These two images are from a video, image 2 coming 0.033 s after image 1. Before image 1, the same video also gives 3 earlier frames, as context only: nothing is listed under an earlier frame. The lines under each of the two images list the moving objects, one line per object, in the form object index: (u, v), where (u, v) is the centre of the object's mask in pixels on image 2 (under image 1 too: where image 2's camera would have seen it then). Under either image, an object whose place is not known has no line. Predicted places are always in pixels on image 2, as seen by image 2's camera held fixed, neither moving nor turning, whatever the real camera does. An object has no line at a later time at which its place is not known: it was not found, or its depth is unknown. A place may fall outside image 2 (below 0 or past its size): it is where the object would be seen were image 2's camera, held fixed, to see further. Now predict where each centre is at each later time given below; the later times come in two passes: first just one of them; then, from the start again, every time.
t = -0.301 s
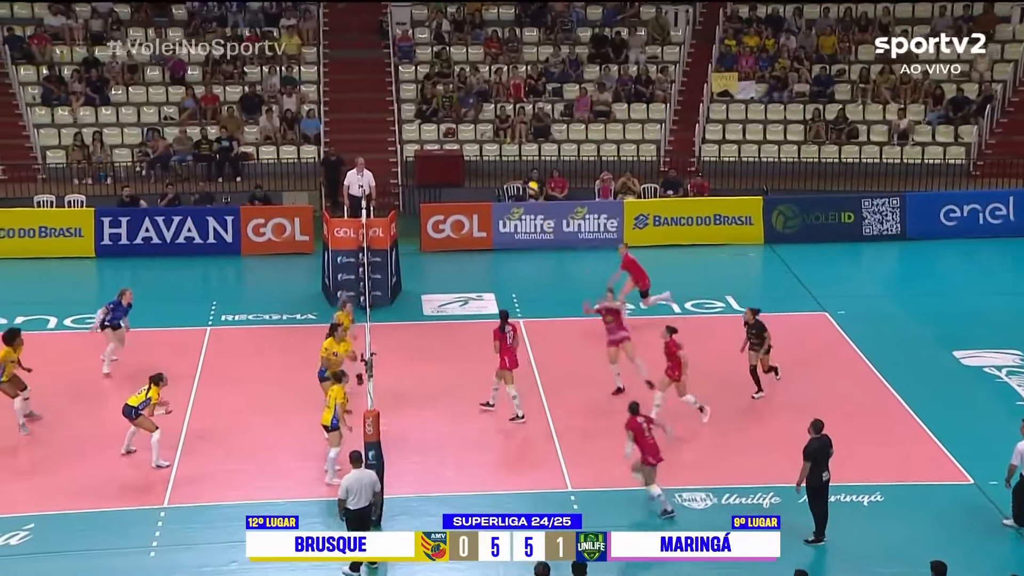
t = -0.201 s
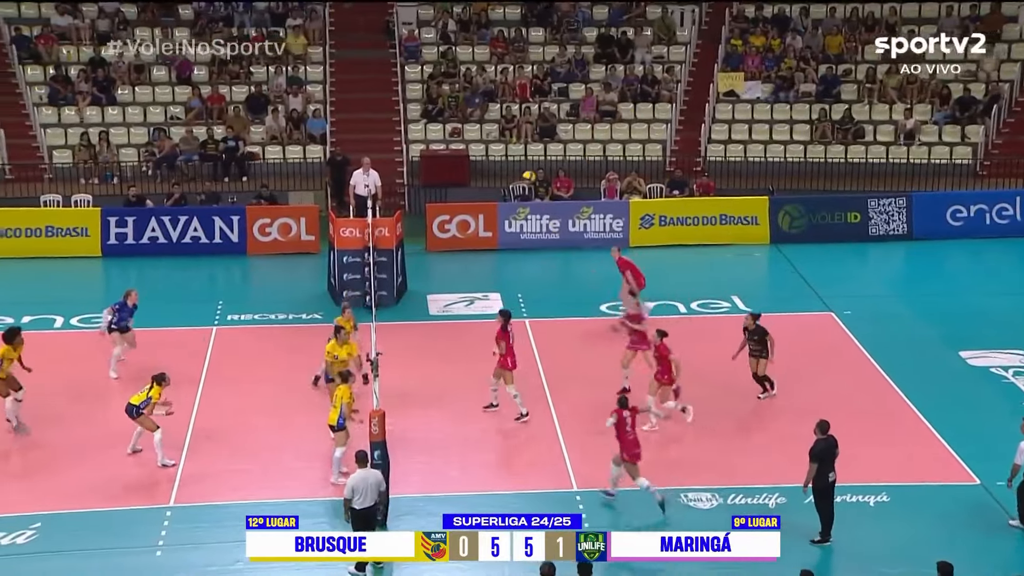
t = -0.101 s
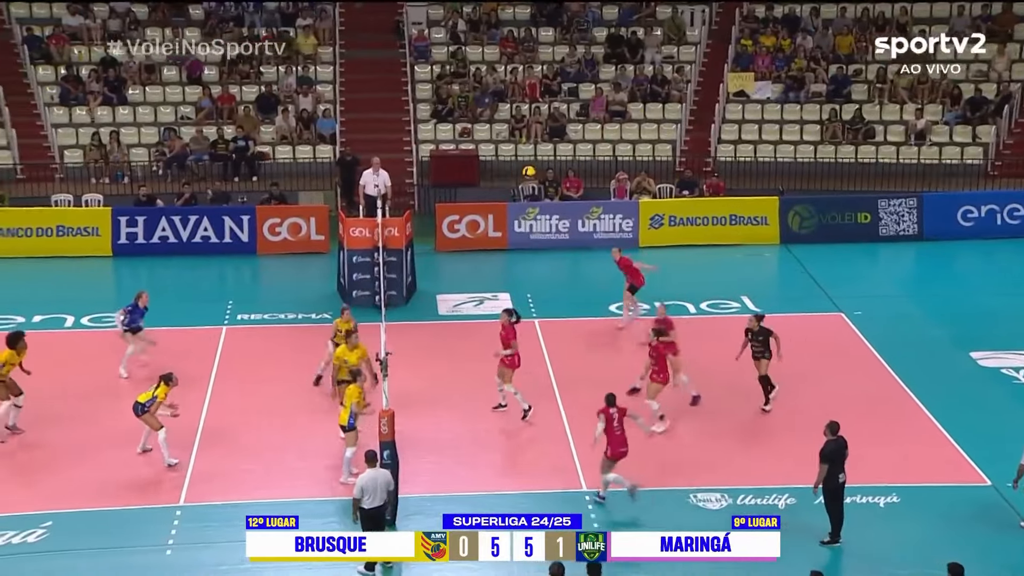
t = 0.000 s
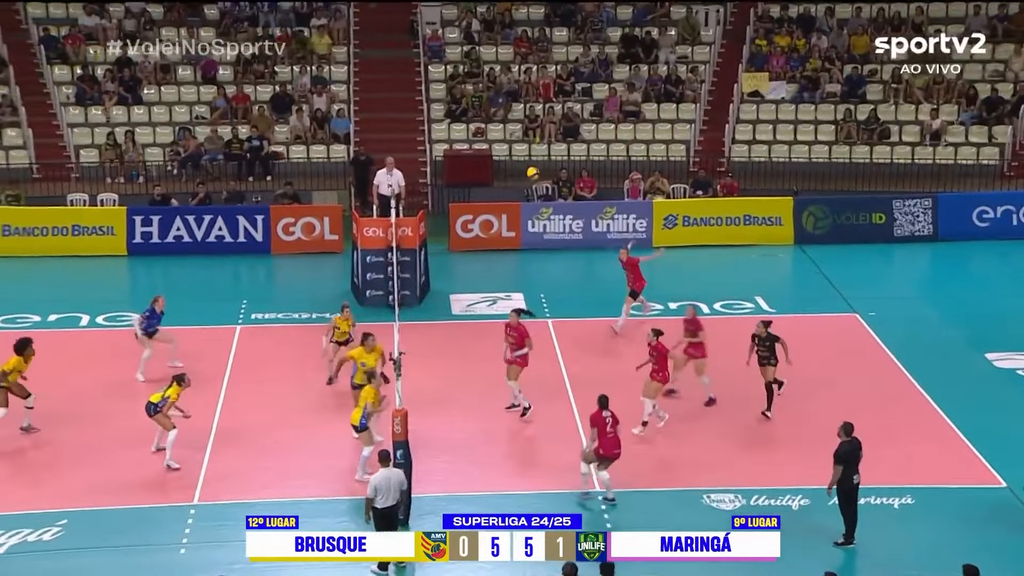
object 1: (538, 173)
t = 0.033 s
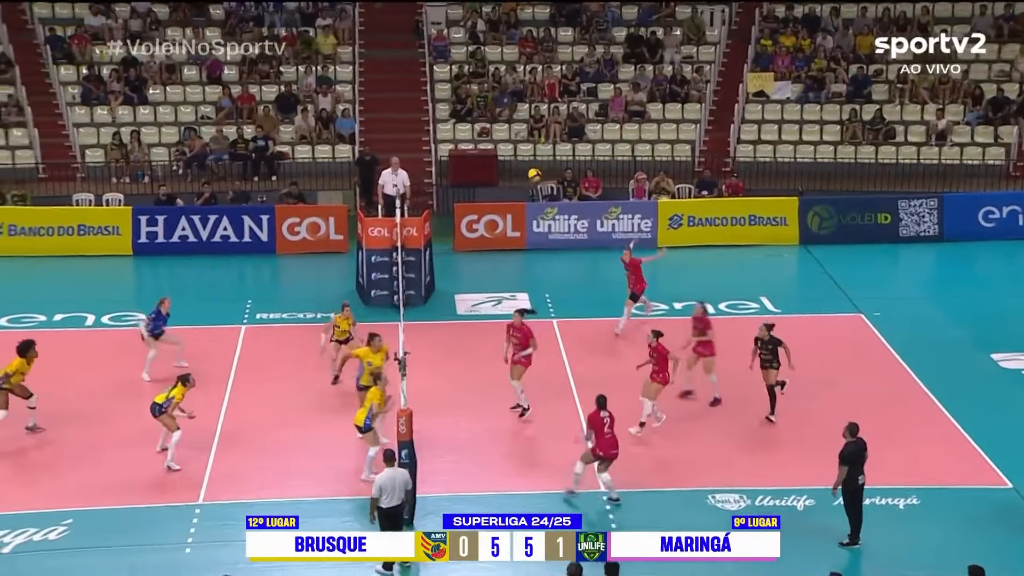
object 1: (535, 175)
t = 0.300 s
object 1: (508, 213)
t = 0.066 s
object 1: (531, 178)
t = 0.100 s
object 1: (528, 181)
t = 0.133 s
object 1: (524, 184)
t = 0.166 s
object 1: (521, 188)
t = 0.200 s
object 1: (517, 194)
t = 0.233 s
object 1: (514, 199)
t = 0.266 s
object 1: (510, 205)
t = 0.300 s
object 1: (508, 213)
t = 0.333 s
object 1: (504, 220)
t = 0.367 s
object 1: (500, 230)
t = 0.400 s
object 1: (498, 238)
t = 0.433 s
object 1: (494, 248)
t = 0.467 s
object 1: (490, 257)
